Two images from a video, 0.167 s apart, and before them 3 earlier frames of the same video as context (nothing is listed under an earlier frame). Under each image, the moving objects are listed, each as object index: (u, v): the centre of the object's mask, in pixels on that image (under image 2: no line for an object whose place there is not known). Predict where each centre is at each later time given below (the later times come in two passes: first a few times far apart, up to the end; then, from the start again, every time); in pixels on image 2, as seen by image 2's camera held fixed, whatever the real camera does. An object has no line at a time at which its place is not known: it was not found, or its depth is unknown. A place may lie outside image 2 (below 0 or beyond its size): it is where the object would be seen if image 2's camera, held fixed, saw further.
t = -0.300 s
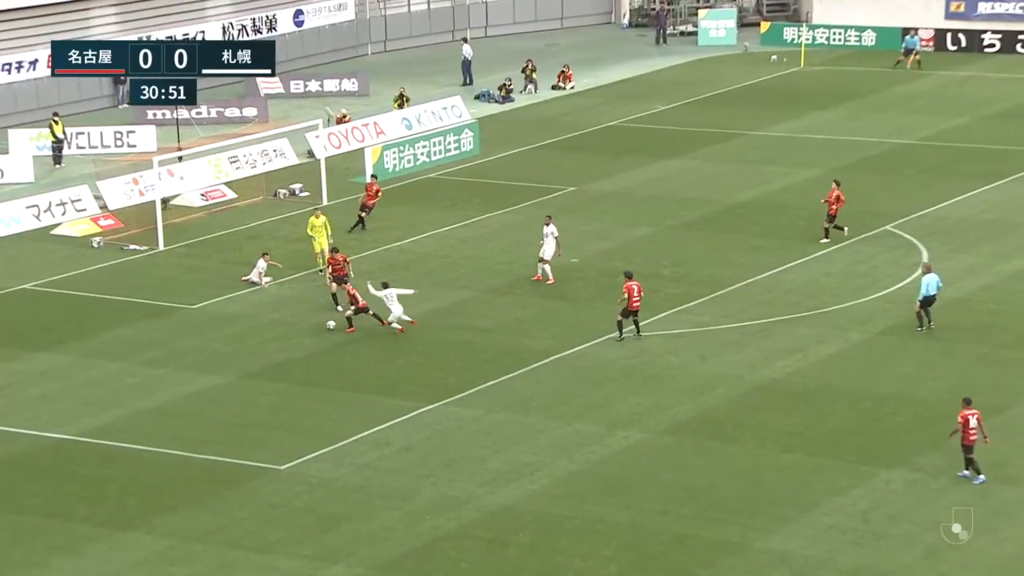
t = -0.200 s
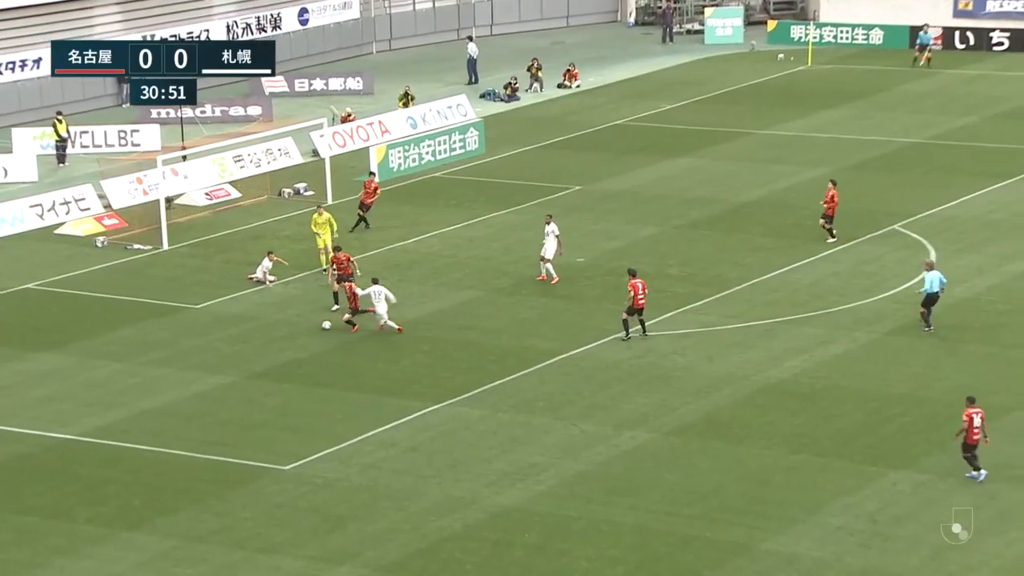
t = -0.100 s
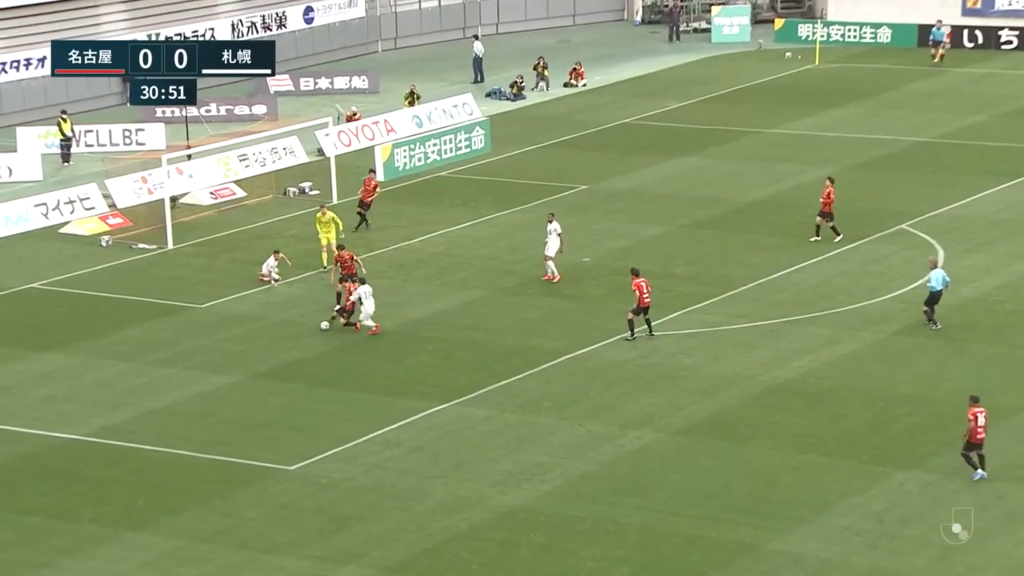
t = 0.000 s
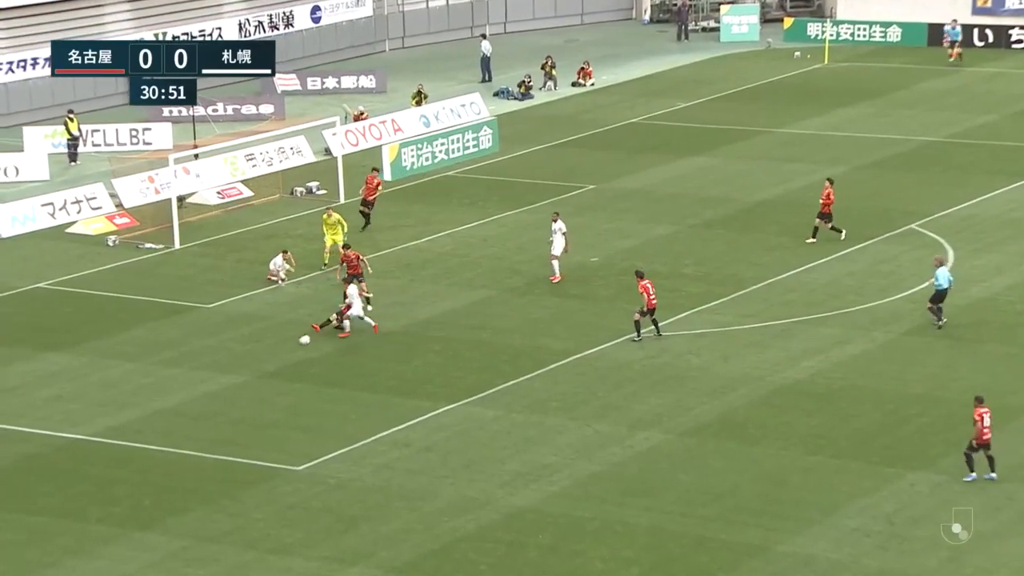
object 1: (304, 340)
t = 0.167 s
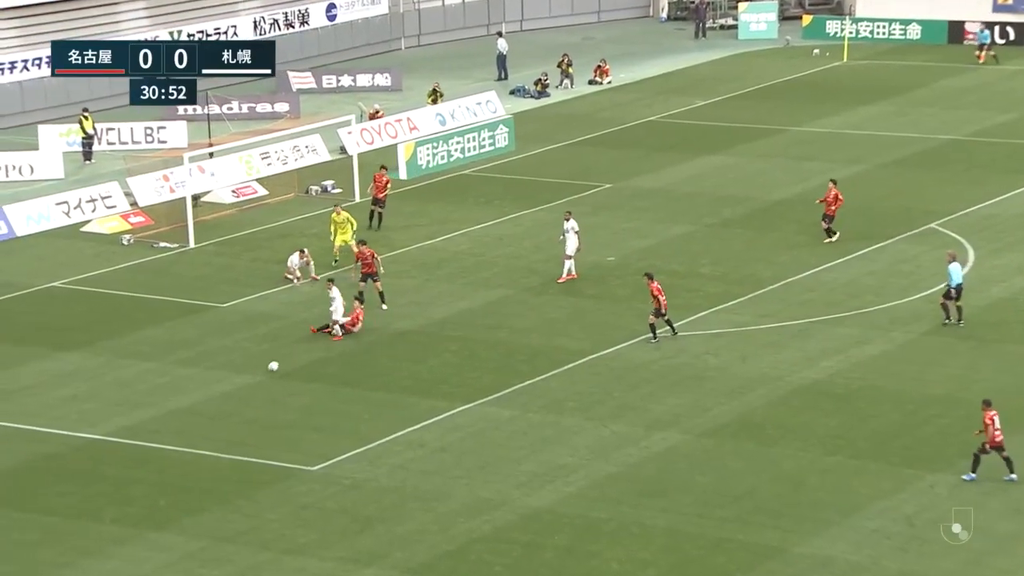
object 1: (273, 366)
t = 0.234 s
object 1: (255, 378)
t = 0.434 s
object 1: (207, 410)
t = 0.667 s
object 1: (159, 447)
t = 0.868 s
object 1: (123, 475)
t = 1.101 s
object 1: (87, 509)
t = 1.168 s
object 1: (78, 518)
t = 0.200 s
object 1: (264, 372)
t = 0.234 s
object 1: (255, 378)
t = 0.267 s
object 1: (247, 383)
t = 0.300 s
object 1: (239, 388)
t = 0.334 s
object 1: (231, 394)
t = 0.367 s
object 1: (223, 399)
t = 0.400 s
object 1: (215, 405)
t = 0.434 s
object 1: (207, 410)
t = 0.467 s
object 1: (200, 416)
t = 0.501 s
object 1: (192, 421)
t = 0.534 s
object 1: (185, 426)
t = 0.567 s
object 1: (178, 431)
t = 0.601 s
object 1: (172, 437)
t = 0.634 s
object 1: (165, 442)
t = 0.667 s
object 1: (159, 447)
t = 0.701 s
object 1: (152, 451)
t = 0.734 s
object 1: (146, 457)
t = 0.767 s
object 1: (140, 462)
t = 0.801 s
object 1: (134, 468)
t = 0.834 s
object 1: (129, 471)
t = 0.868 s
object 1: (123, 475)
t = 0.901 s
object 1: (118, 480)
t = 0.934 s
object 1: (112, 485)
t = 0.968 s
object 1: (107, 492)
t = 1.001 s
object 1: (102, 495)
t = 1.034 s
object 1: (97, 499)
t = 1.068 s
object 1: (92, 504)
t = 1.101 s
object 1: (87, 509)
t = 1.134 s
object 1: (83, 514)
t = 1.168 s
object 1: (78, 518)
